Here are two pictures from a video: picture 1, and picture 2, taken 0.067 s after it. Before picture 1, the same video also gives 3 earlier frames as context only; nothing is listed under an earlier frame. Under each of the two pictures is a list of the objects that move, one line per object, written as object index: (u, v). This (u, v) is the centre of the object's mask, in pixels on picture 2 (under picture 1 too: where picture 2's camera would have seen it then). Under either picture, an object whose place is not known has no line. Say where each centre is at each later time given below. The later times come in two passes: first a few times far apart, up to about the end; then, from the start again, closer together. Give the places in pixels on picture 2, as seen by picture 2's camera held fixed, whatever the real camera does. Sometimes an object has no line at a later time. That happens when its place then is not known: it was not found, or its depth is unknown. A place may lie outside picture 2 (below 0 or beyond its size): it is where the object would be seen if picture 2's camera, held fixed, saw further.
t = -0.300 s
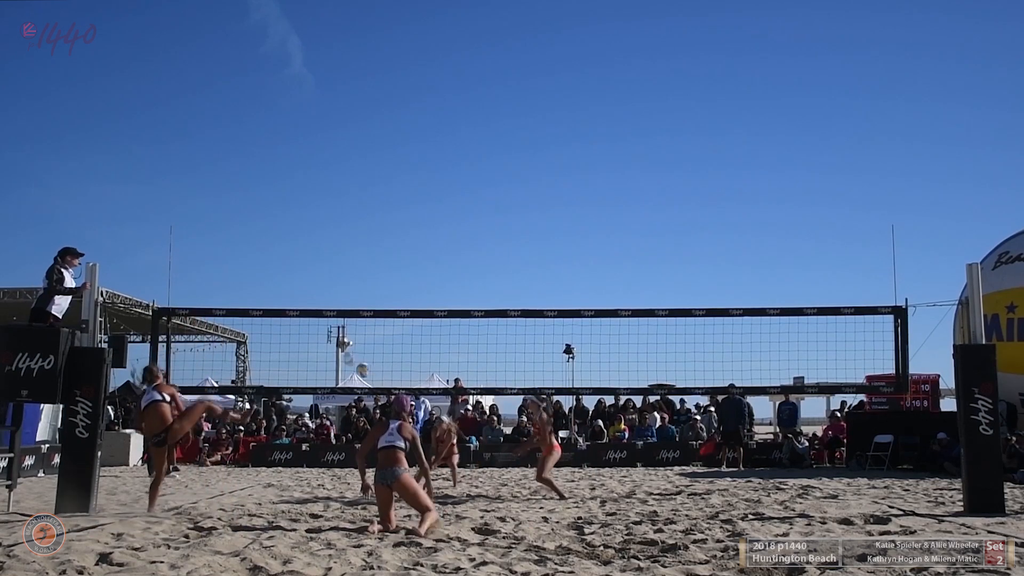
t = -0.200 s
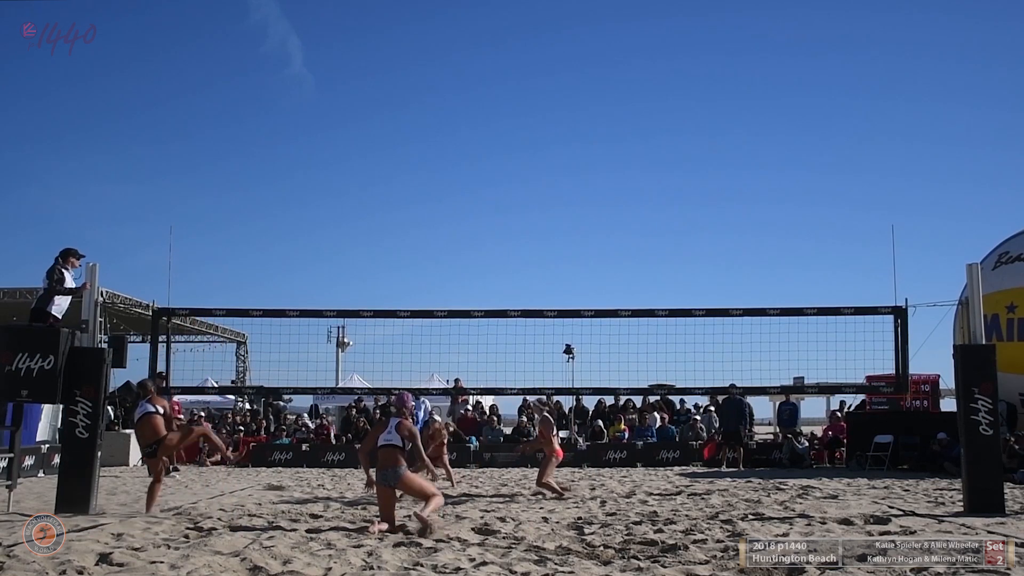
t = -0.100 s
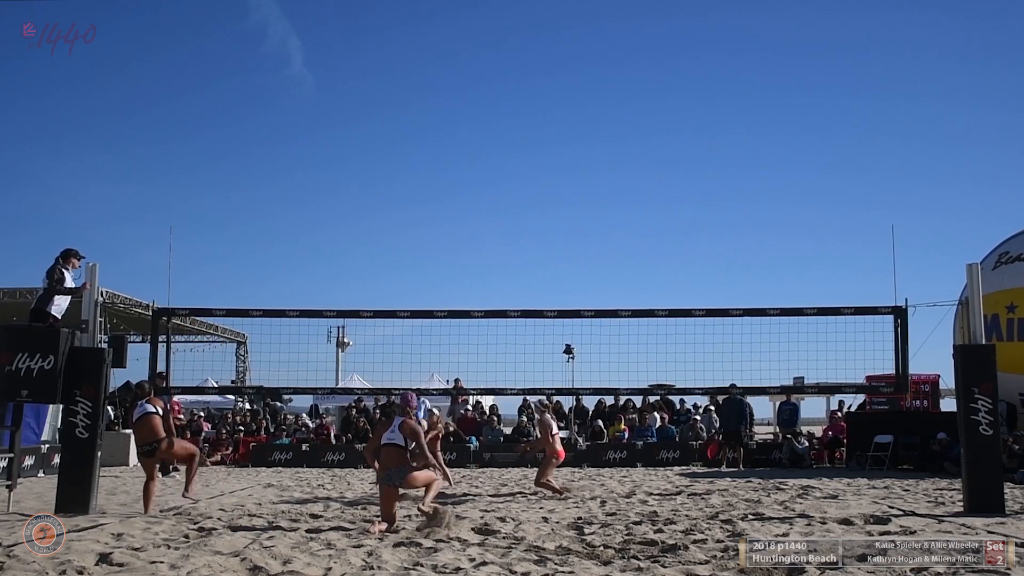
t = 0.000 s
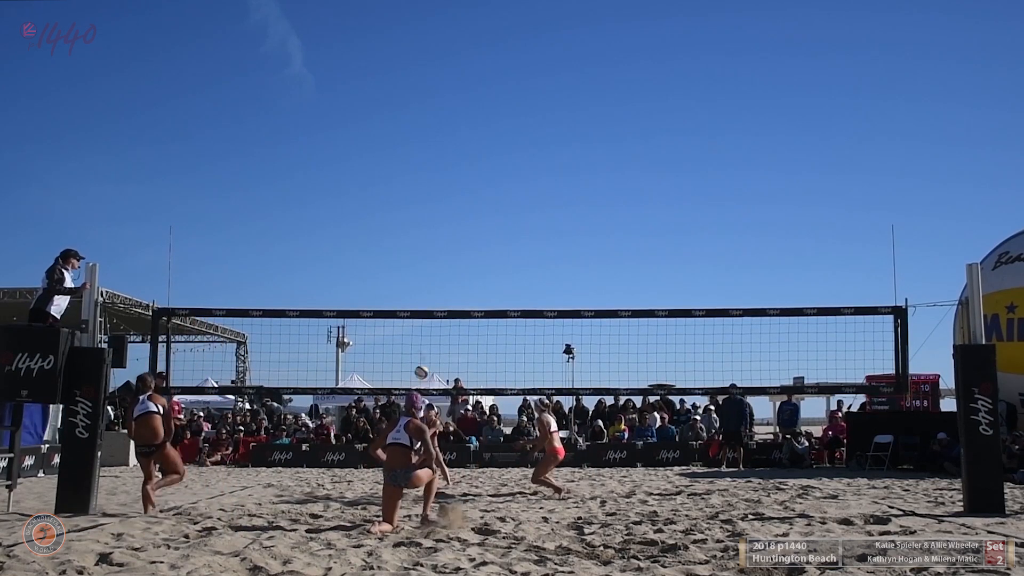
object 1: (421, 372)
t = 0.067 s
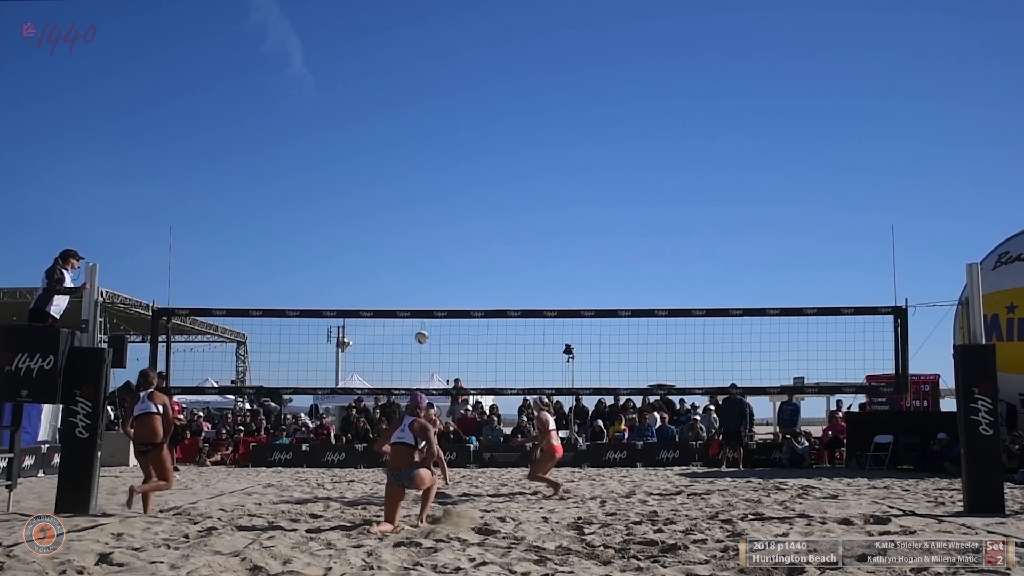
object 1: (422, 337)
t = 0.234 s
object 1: (423, 265)
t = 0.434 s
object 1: (425, 202)
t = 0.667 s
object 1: (426, 163)
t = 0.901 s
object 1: (428, 162)
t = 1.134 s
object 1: (427, 202)
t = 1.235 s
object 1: (426, 233)
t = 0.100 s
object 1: (422, 325)
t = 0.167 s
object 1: (423, 291)
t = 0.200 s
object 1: (423, 278)
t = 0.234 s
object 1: (423, 265)
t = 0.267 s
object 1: (423, 253)
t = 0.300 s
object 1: (424, 241)
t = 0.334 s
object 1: (424, 230)
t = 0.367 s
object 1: (424, 219)
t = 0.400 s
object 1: (424, 211)
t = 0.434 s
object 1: (425, 202)
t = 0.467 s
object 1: (425, 194)
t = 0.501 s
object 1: (425, 187)
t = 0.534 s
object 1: (425, 181)
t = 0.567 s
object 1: (425, 175)
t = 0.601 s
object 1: (426, 170)
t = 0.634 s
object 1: (426, 166)
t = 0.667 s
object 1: (426, 163)
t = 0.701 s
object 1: (426, 160)
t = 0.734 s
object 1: (427, 159)
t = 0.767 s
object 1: (427, 158)
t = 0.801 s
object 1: (427, 158)
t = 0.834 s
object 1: (428, 158)
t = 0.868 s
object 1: (428, 160)
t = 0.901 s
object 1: (428, 162)
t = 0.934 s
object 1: (428, 166)
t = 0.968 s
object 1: (427, 169)
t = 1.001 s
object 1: (428, 174)
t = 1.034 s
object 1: (428, 180)
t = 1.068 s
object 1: (427, 187)
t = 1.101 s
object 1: (427, 194)
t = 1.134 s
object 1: (427, 202)
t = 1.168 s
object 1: (427, 211)
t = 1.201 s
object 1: (427, 221)
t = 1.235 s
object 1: (426, 233)
